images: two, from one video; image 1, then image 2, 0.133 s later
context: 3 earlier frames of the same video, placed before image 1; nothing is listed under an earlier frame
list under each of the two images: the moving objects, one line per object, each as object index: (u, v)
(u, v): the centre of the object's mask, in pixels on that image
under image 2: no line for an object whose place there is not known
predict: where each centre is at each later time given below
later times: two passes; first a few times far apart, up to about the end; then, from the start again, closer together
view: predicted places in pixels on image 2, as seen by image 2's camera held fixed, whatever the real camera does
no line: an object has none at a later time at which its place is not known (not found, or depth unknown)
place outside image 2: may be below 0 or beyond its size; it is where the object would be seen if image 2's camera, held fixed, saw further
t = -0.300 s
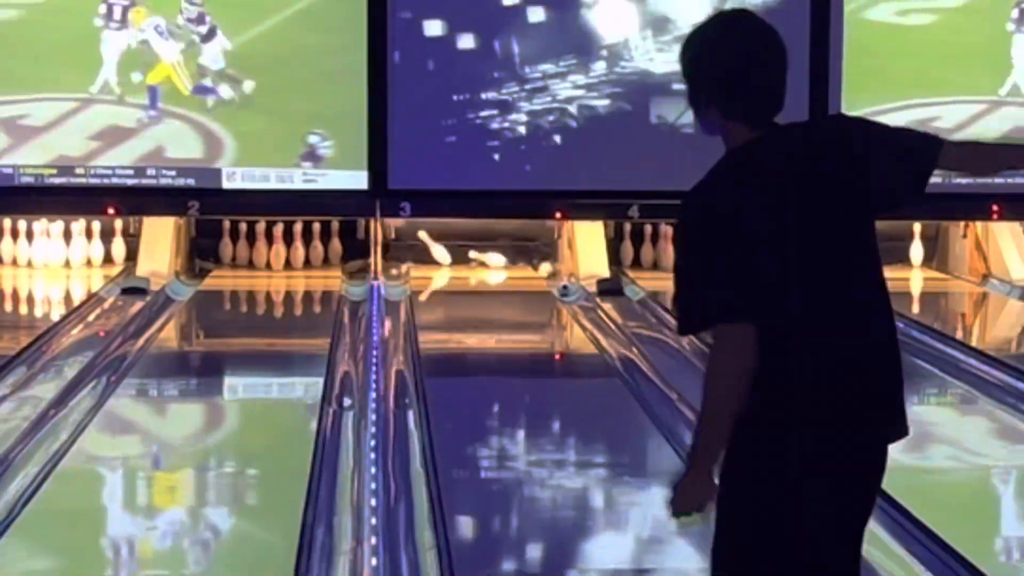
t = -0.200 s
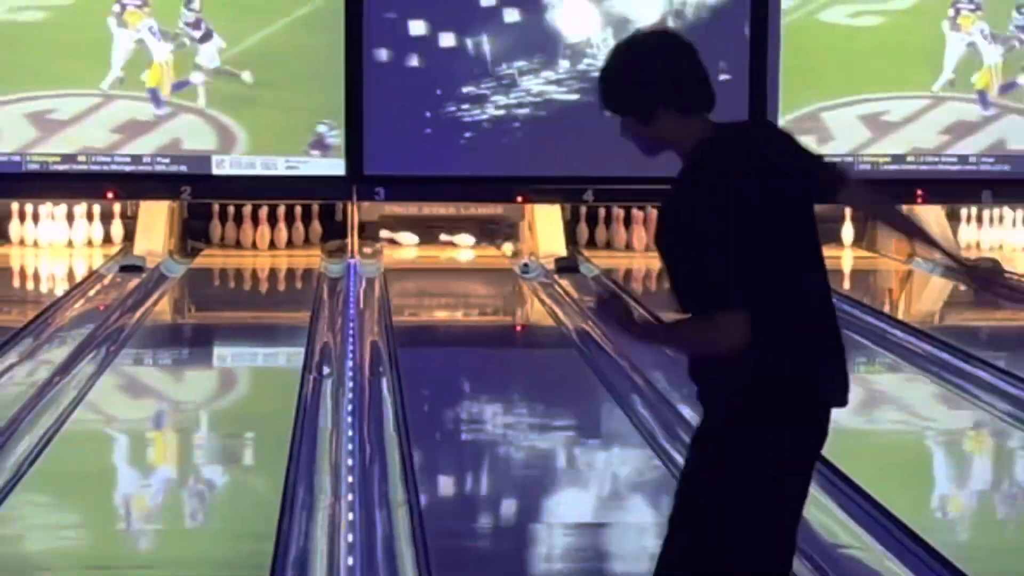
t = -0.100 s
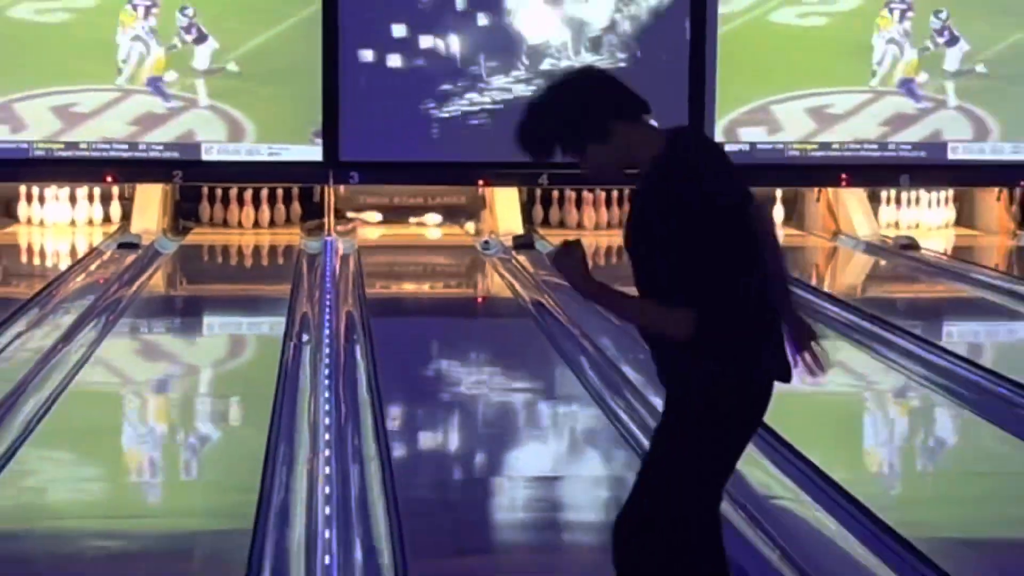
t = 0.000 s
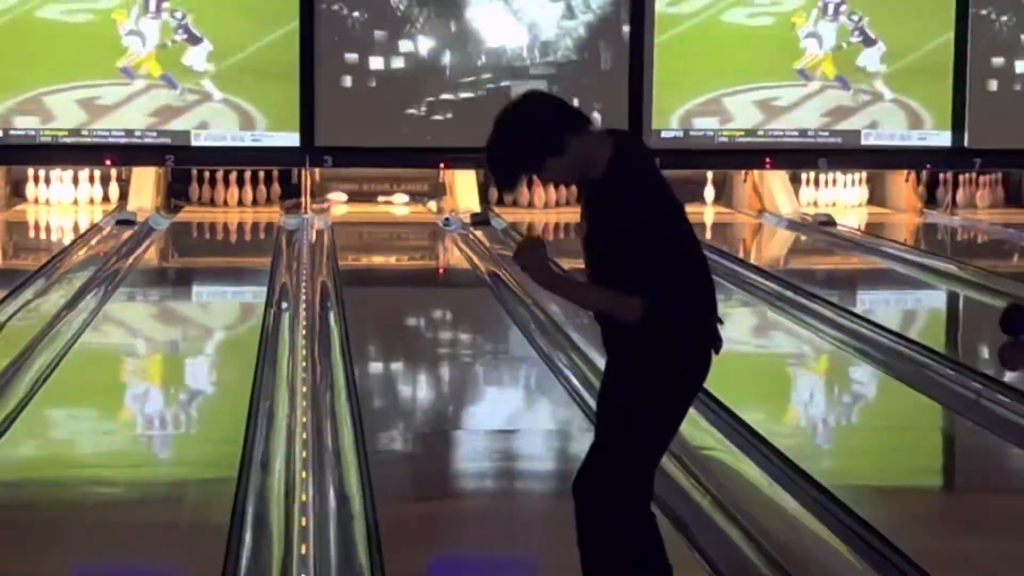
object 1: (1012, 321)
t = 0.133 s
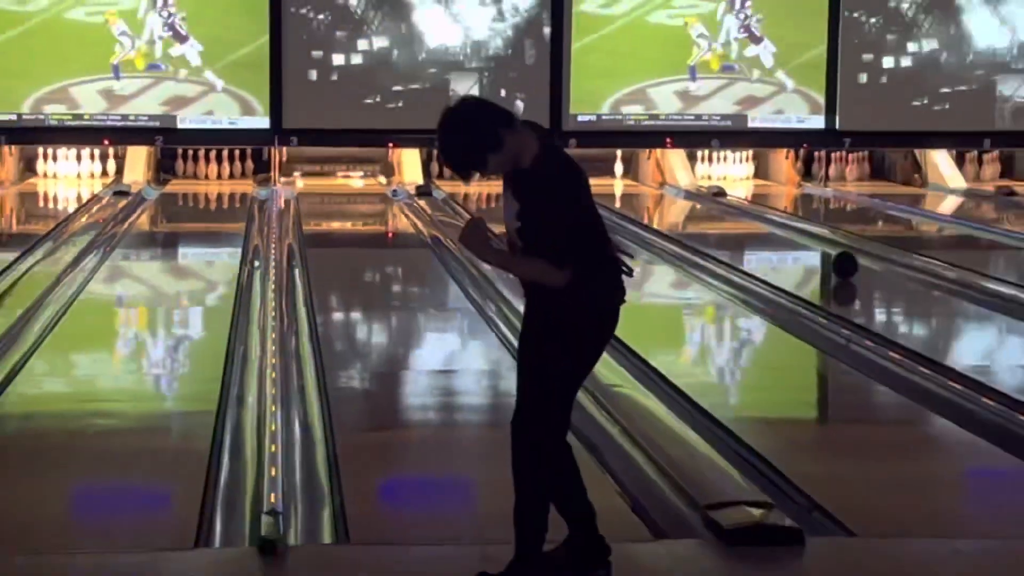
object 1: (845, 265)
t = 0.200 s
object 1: (829, 261)
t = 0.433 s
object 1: (779, 244)
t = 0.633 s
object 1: (742, 232)
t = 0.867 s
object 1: (705, 220)
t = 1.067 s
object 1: (677, 210)
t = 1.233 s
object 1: (657, 204)
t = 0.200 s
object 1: (829, 261)
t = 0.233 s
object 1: (821, 259)
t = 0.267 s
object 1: (814, 255)
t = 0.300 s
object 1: (806, 253)
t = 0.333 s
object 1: (799, 250)
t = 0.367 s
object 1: (792, 248)
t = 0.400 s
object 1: (786, 246)
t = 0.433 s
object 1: (779, 244)
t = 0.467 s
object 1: (773, 241)
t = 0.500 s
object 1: (766, 240)
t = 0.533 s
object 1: (760, 238)
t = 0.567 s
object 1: (754, 236)
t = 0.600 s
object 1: (748, 234)
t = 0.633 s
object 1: (742, 232)
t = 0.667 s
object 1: (737, 231)
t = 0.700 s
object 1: (731, 229)
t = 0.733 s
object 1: (725, 227)
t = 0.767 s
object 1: (720, 226)
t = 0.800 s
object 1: (715, 224)
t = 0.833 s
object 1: (710, 221)
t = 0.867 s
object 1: (705, 220)
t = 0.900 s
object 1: (700, 219)
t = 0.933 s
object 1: (696, 217)
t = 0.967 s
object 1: (691, 215)
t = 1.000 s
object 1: (686, 214)
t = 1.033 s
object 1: (682, 212)
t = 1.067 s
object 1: (677, 210)
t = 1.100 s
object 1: (673, 209)
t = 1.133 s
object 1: (669, 208)
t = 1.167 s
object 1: (665, 206)
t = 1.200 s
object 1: (661, 205)
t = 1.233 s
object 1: (657, 204)
